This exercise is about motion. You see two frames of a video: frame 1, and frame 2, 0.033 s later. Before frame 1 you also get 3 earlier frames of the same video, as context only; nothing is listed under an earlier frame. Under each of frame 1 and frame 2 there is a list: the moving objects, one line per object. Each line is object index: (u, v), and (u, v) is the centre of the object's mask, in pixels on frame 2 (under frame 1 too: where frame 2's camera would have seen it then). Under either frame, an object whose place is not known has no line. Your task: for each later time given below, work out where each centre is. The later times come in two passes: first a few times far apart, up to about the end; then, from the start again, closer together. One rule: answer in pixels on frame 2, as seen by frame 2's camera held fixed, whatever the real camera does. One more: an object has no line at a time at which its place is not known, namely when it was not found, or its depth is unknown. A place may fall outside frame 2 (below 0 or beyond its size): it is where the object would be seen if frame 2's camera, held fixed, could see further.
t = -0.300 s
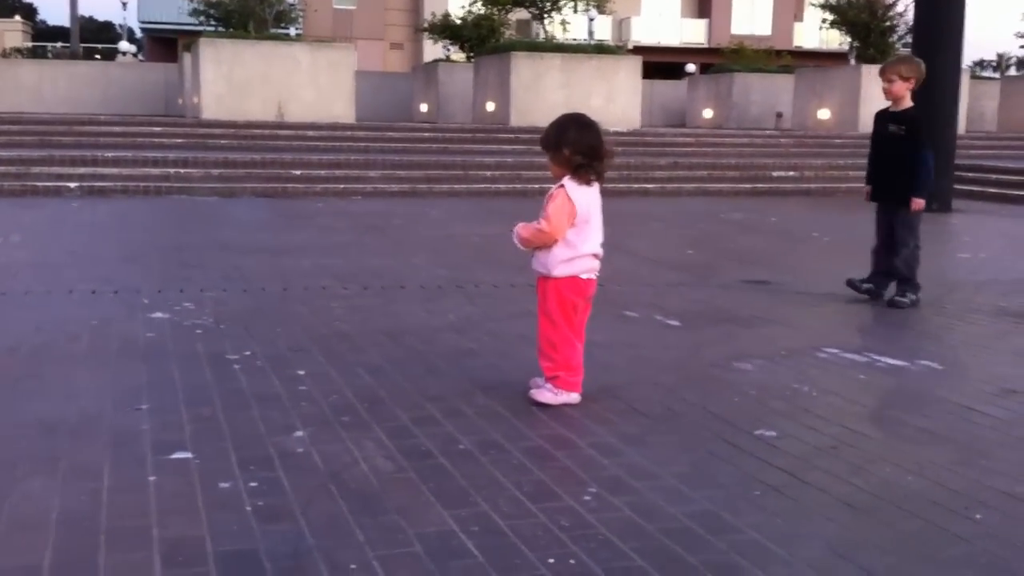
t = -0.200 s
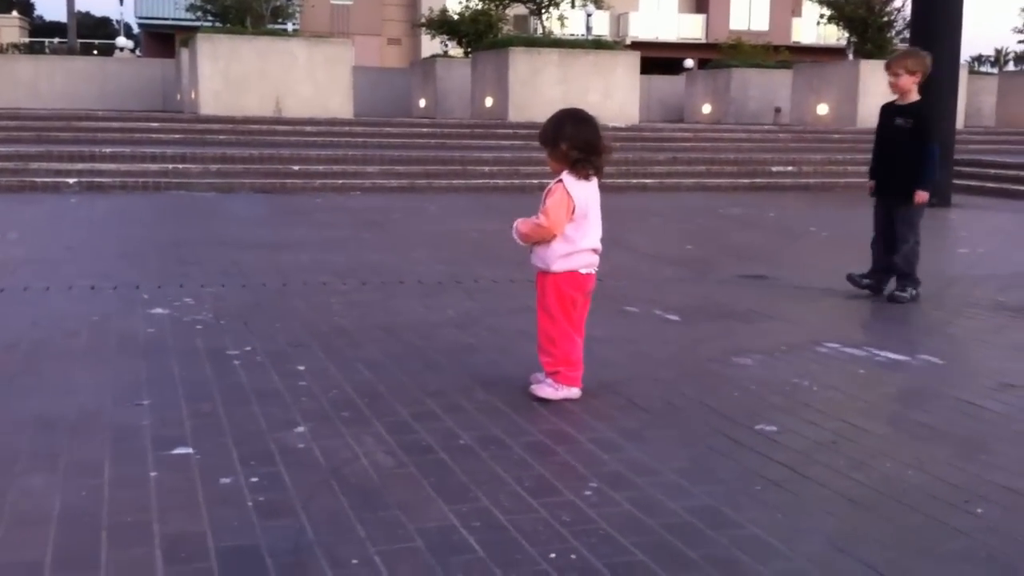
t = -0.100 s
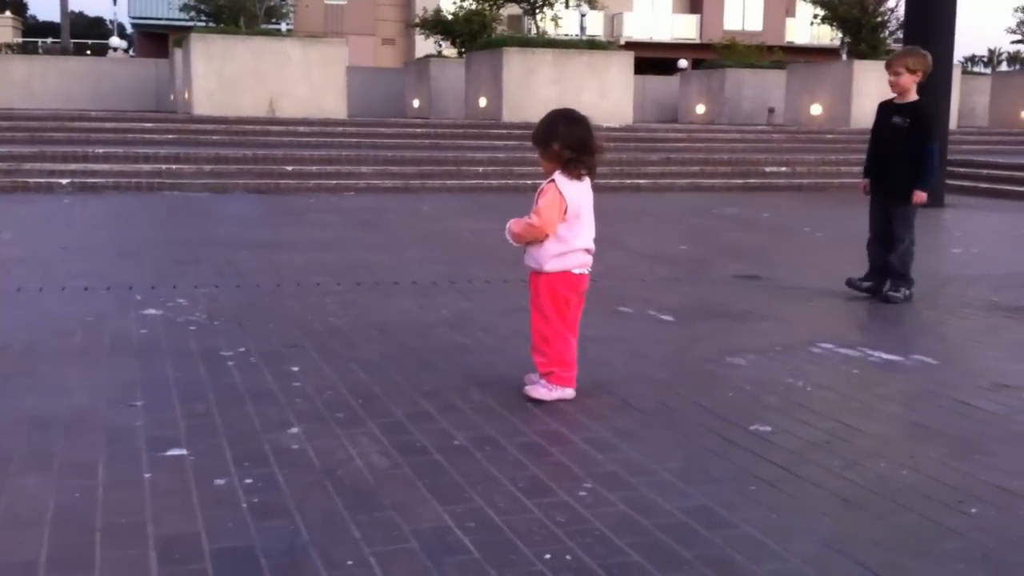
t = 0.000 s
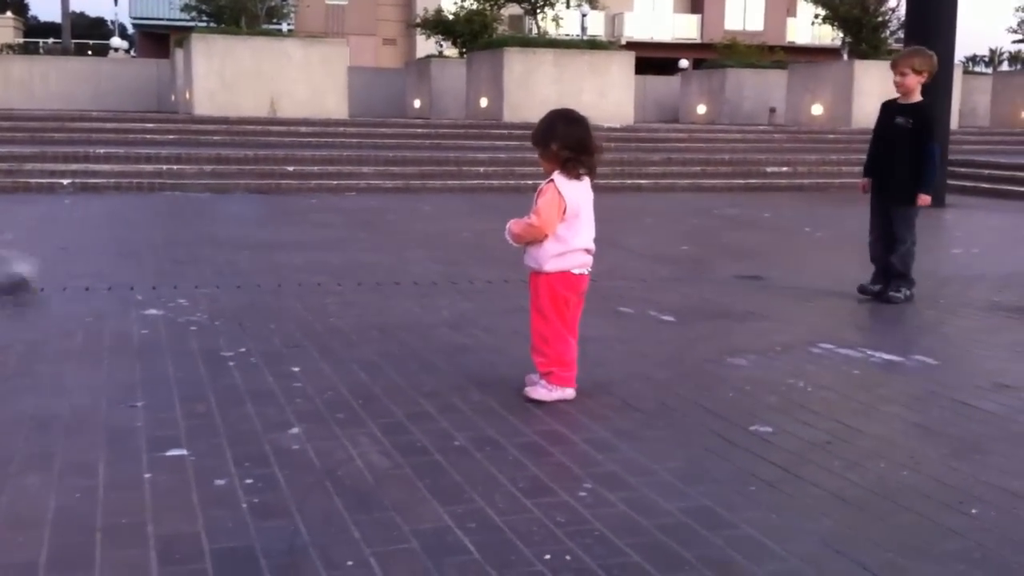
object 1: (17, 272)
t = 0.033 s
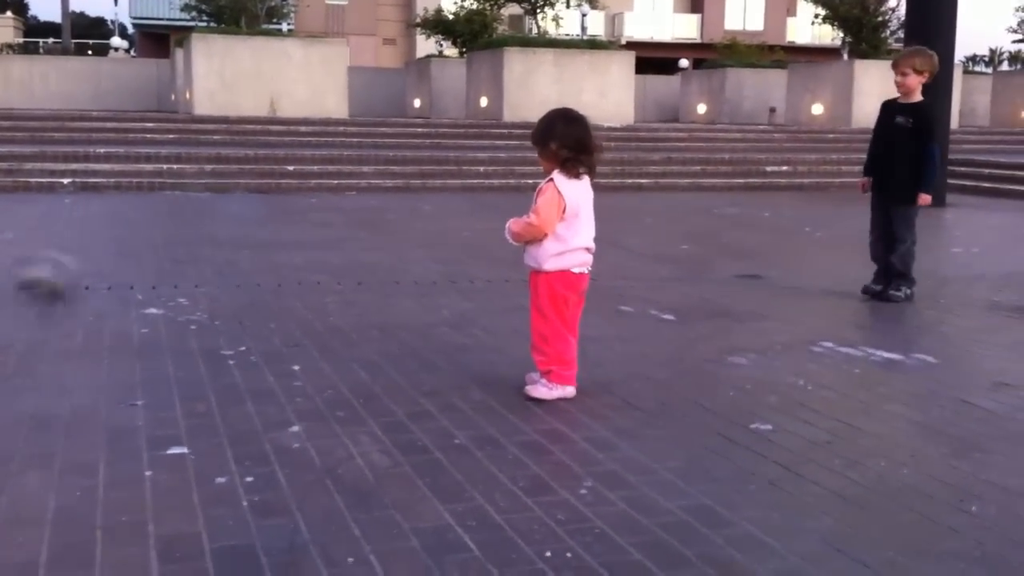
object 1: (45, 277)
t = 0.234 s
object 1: (262, 284)
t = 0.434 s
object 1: (482, 290)
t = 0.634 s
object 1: (693, 295)
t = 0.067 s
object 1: (85, 280)
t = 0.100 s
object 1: (115, 281)
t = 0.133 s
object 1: (153, 280)
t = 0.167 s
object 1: (193, 281)
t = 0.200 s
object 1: (229, 282)
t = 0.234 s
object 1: (262, 284)
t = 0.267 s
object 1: (299, 283)
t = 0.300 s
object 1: (339, 285)
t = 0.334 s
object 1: (376, 286)
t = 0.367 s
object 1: (410, 287)
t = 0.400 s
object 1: (447, 289)
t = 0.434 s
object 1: (482, 290)
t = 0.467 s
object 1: (508, 287)
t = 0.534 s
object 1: (600, 294)
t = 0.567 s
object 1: (622, 296)
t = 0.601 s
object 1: (659, 292)
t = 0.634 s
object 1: (693, 295)
